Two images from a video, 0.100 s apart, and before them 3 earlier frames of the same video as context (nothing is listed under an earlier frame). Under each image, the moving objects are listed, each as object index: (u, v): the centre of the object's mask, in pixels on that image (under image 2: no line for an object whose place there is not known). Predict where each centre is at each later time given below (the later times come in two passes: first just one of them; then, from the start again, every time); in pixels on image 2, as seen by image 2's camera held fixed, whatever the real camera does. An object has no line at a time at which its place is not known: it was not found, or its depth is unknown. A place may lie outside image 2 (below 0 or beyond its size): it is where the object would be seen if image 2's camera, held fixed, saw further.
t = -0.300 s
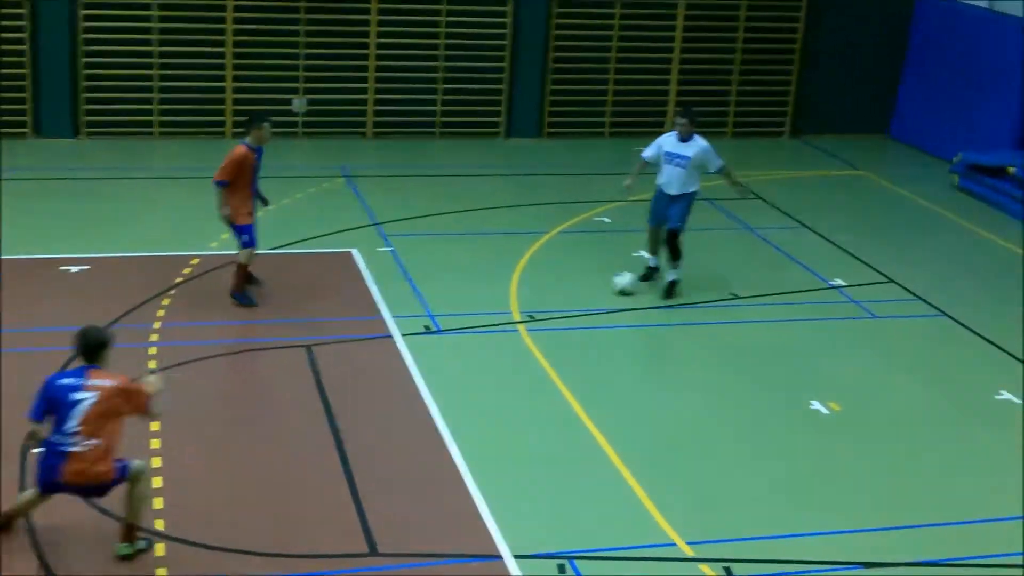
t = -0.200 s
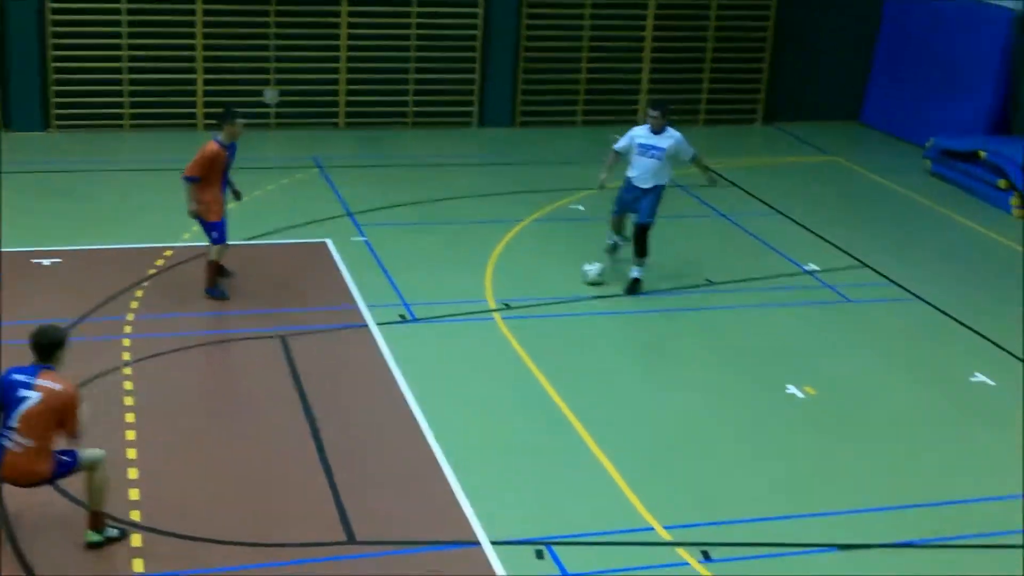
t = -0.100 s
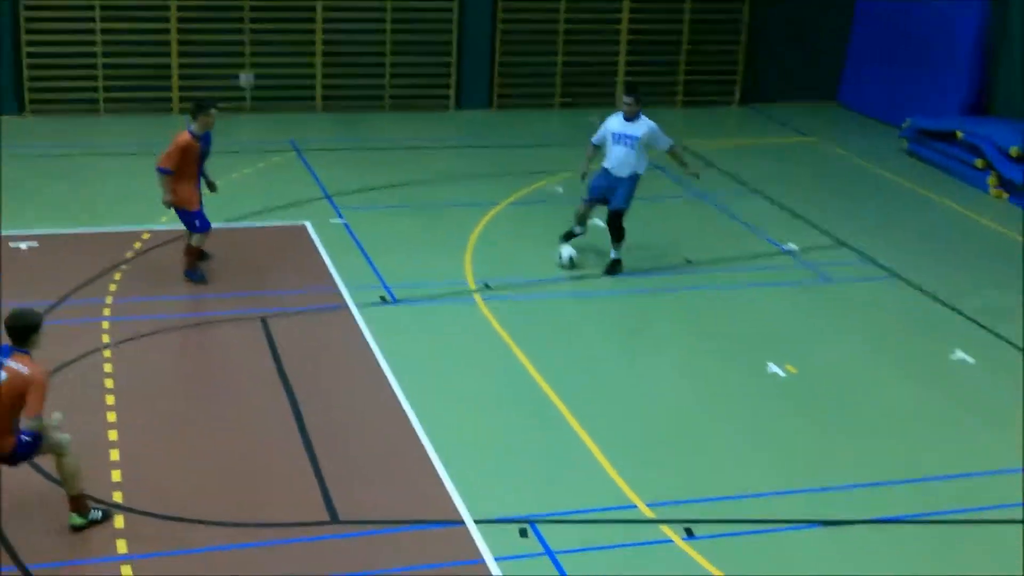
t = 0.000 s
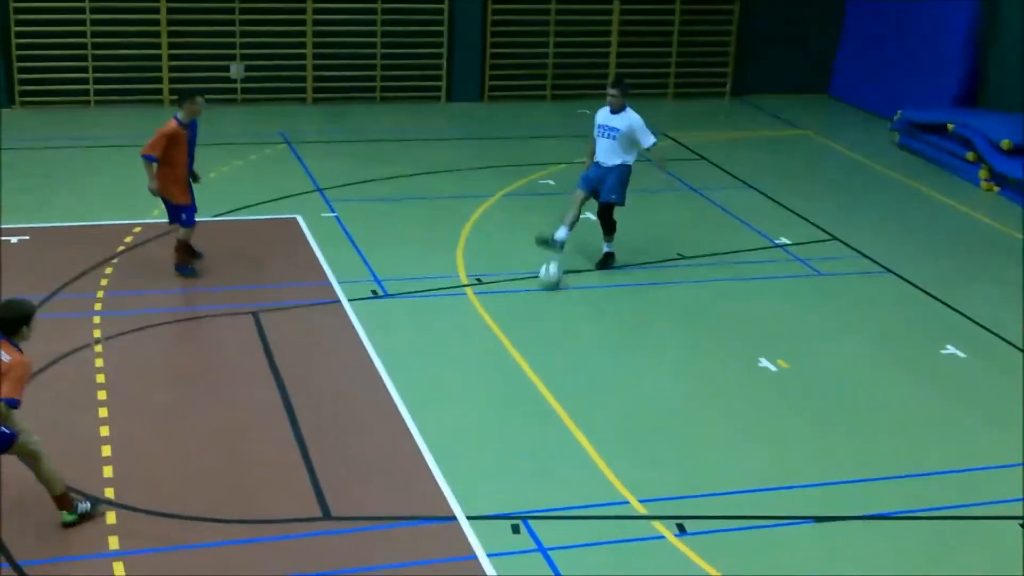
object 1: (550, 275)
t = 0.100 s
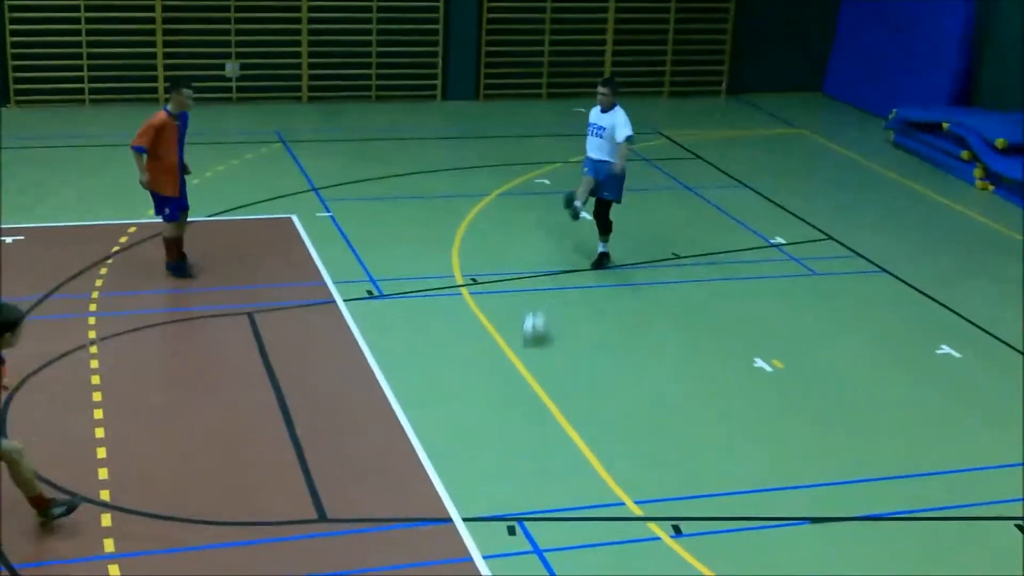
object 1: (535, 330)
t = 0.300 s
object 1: (506, 462)
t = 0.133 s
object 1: (531, 349)
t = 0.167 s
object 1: (527, 365)
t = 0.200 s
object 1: (522, 390)
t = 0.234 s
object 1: (517, 411)
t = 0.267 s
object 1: (512, 437)
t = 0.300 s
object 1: (506, 462)
